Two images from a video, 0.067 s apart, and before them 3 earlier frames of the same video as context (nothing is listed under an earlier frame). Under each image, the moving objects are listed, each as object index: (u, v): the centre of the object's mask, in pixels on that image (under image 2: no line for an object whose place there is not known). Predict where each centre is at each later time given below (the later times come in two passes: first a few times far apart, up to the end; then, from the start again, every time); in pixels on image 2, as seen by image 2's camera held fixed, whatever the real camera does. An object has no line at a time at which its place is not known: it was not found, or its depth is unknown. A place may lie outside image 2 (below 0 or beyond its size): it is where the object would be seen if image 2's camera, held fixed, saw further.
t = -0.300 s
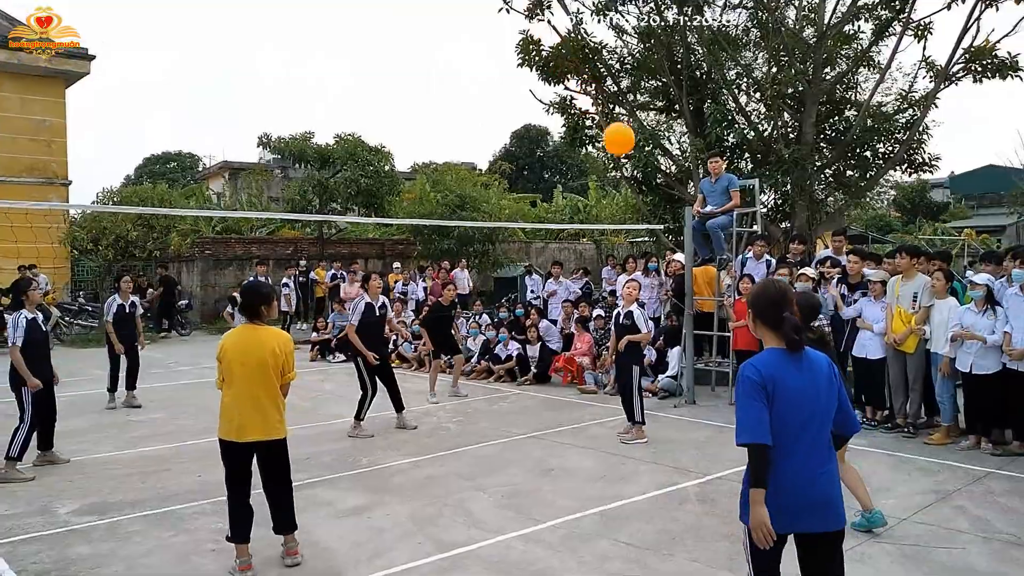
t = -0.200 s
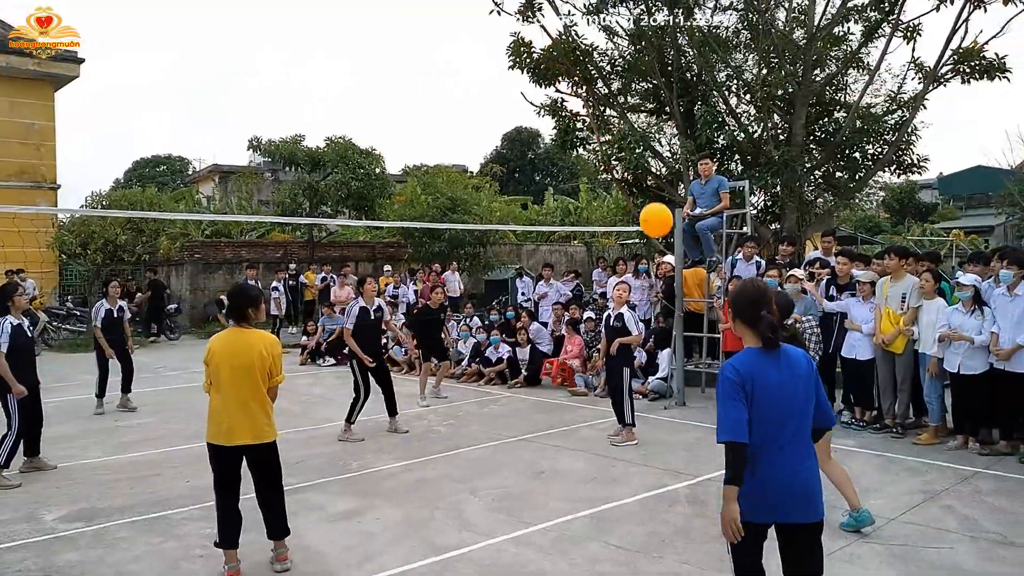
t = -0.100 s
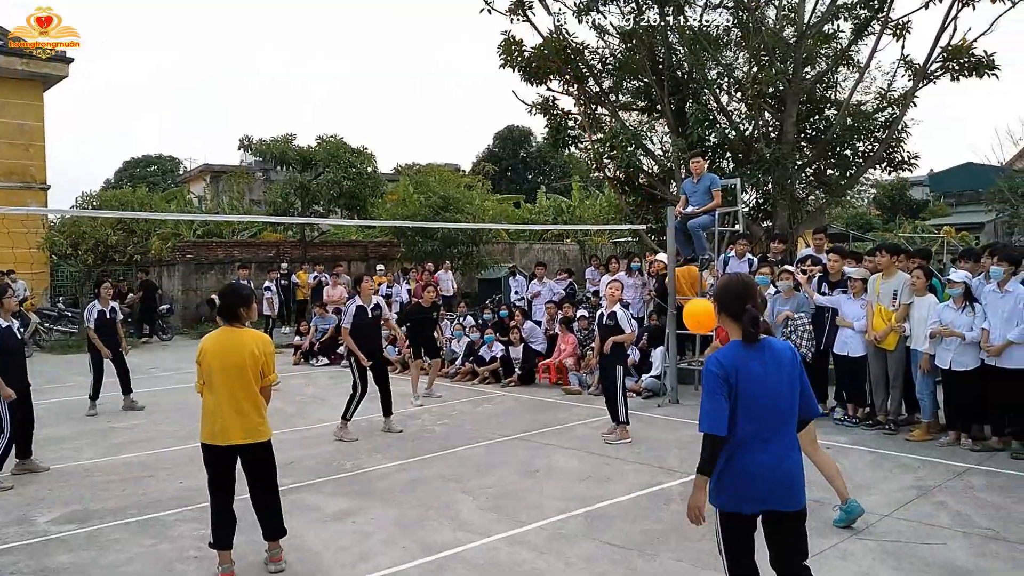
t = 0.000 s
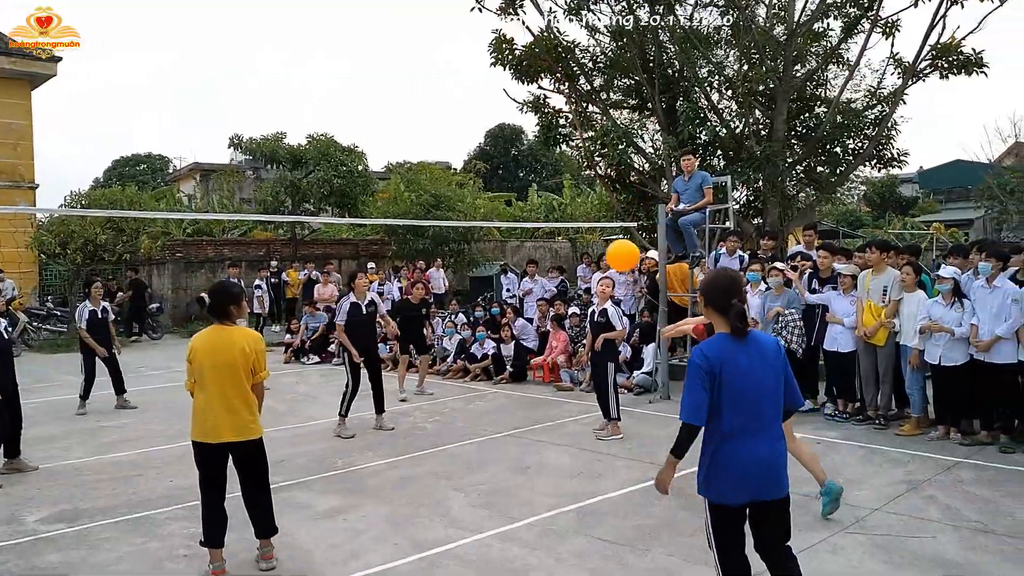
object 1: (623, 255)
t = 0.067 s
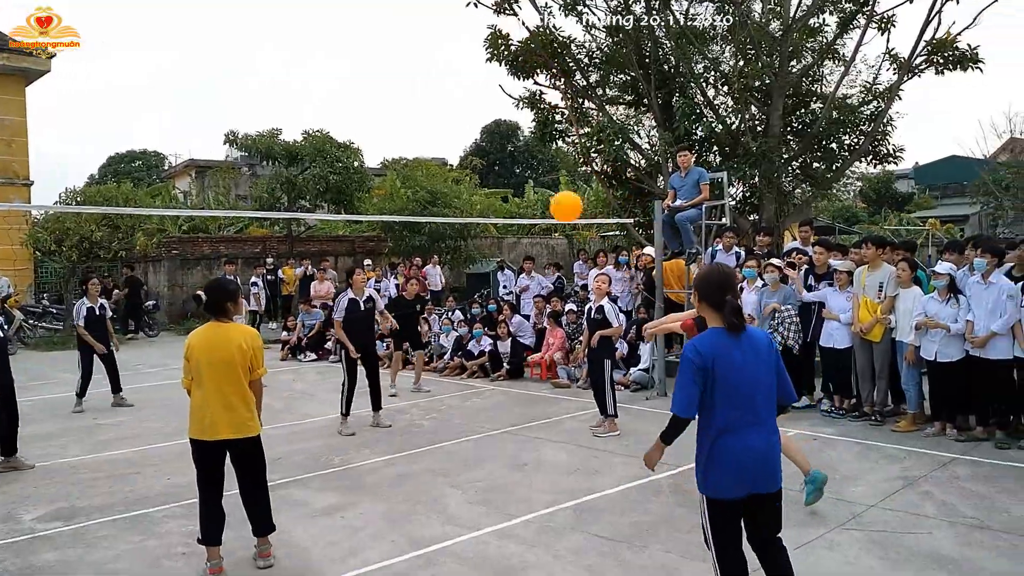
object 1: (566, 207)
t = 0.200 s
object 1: (471, 137)
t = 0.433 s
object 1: (323, 77)
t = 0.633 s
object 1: (221, 87)
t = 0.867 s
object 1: (129, 152)
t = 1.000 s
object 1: (87, 207)
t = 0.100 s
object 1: (541, 187)
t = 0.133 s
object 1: (517, 169)
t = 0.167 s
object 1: (493, 152)
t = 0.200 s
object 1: (471, 137)
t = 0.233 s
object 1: (447, 123)
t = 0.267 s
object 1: (425, 111)
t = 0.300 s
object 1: (404, 101)
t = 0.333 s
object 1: (383, 93)
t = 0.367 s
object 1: (363, 87)
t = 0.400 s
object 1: (343, 82)
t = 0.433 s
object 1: (323, 77)
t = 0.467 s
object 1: (304, 76)
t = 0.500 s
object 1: (287, 76)
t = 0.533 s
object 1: (270, 77)
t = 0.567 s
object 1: (253, 80)
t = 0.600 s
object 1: (236, 83)
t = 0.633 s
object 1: (221, 87)
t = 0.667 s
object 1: (208, 93)
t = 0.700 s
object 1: (193, 100)
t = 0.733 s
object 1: (179, 109)
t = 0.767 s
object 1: (166, 118)
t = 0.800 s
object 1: (154, 128)
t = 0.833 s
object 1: (141, 139)
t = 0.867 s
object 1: (129, 152)
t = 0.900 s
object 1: (118, 165)
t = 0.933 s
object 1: (107, 178)
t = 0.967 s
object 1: (97, 192)
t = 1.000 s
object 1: (87, 207)
